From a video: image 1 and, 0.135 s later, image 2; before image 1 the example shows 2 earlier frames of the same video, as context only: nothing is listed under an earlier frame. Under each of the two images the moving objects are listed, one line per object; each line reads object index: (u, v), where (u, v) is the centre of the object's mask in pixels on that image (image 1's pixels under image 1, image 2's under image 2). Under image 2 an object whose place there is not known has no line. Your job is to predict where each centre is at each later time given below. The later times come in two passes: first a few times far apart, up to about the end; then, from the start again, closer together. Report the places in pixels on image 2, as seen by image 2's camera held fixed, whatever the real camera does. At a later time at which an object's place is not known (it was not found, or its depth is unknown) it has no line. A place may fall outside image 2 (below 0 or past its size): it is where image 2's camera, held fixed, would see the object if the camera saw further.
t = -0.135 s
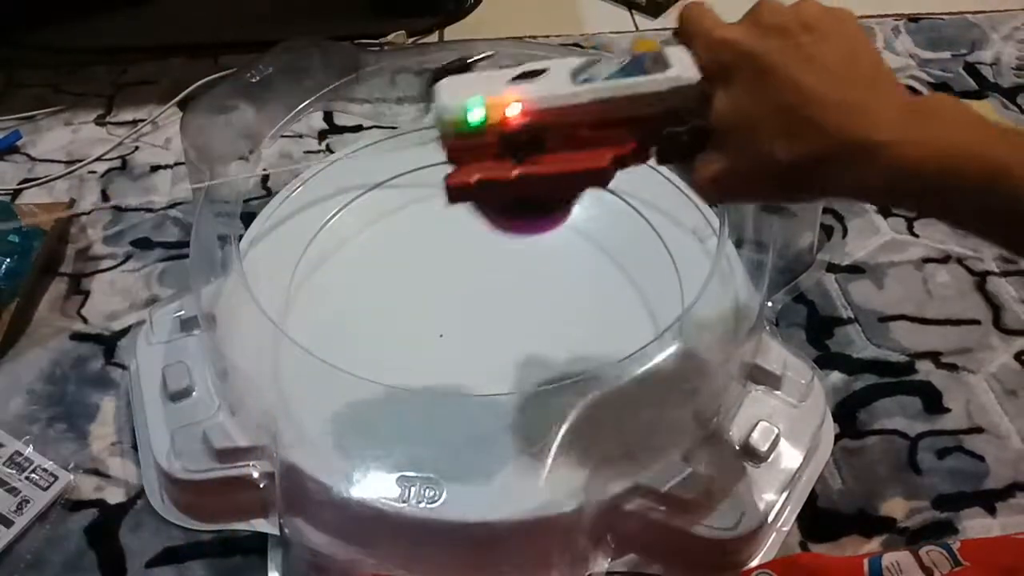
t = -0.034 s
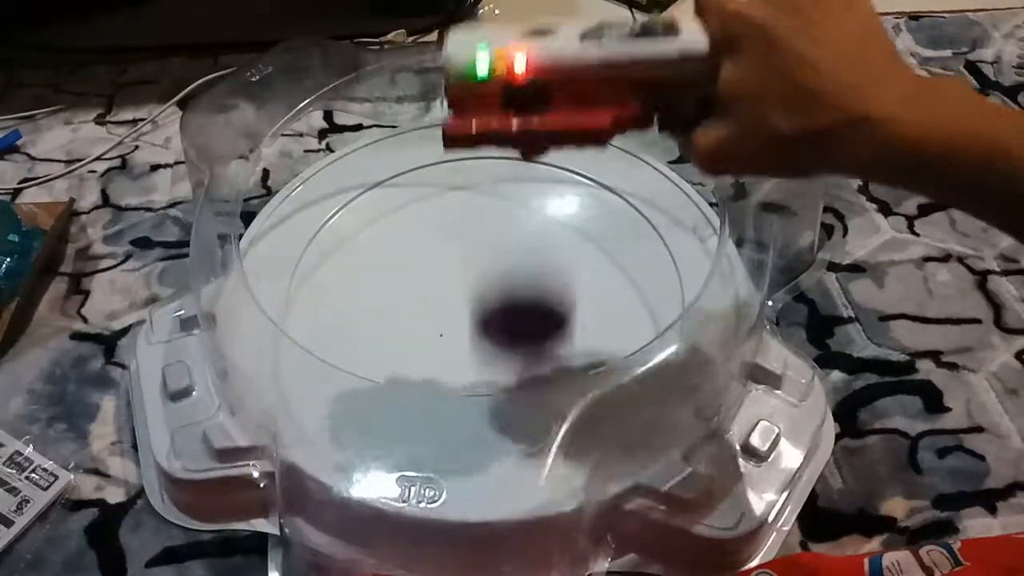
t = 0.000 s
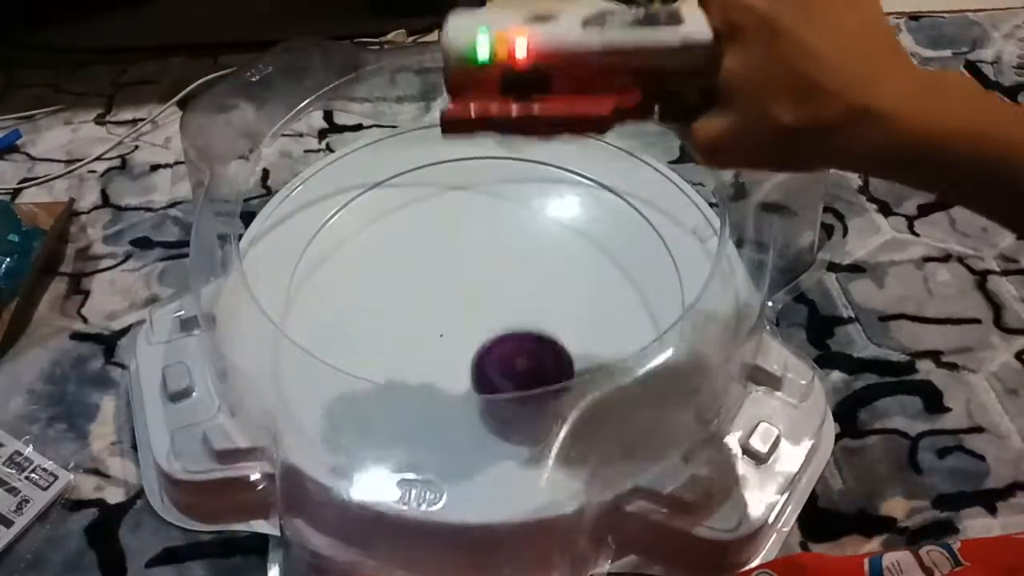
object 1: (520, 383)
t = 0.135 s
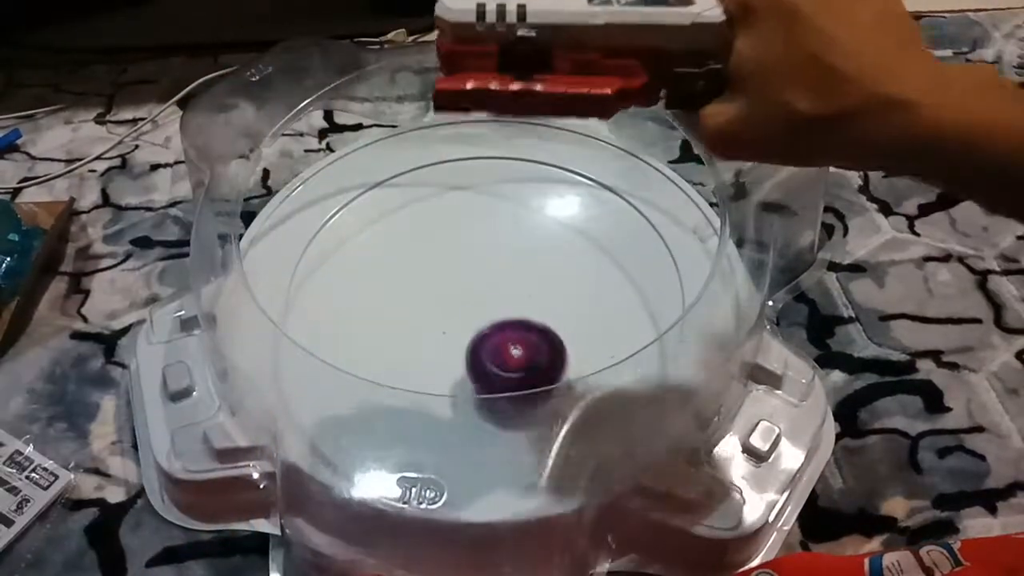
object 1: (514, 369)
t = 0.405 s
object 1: (479, 304)
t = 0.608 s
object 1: (491, 269)
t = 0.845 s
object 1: (530, 265)
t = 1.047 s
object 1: (537, 288)
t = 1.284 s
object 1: (499, 298)
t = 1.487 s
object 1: (463, 285)
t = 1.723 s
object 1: (459, 261)
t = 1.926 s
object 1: (478, 260)
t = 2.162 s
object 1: (486, 283)
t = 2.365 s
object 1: (466, 301)
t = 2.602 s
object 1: (442, 302)
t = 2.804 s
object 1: (439, 291)
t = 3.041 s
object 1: (467, 293)
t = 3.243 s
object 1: (485, 307)
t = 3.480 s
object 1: (489, 320)
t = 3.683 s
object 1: (482, 319)
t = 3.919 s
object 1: (489, 307)
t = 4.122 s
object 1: (506, 299)
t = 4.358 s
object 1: (512, 294)
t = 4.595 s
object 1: (509, 291)
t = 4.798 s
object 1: (500, 286)
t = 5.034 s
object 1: (494, 278)
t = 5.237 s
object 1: (489, 276)
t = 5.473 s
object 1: (479, 279)
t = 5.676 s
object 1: (472, 281)
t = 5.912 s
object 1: (469, 286)
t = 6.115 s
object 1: (467, 292)
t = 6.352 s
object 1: (468, 297)
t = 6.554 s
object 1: (472, 300)
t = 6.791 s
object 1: (477, 304)
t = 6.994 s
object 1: (485, 303)
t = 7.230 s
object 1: (484, 303)
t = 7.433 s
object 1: (486, 299)
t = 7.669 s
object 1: (489, 292)
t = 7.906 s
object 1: (489, 289)
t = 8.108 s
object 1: (490, 290)
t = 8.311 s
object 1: (488, 291)
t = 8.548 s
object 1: (484, 291)
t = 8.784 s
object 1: (479, 294)
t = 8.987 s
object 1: (479, 295)
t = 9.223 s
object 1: (480, 296)
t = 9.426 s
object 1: (483, 297)
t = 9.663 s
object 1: (483, 297)
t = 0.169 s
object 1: (510, 363)
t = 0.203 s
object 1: (505, 354)
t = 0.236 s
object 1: (500, 345)
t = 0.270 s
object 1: (494, 337)
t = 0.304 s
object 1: (488, 328)
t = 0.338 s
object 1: (483, 319)
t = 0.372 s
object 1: (480, 311)
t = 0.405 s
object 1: (479, 304)
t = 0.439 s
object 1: (478, 297)
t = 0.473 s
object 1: (479, 290)
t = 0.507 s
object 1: (481, 284)
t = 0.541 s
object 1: (483, 278)
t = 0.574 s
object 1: (486, 273)
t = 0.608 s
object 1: (491, 269)
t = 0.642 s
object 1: (496, 266)
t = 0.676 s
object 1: (501, 263)
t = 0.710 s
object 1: (508, 262)
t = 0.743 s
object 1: (514, 261)
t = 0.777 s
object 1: (519, 261)
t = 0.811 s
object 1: (525, 263)
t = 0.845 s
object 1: (530, 265)
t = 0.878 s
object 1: (534, 267)
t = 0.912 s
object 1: (537, 271)
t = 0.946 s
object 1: (538, 275)
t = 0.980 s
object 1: (539, 279)
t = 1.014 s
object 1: (538, 283)
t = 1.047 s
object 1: (537, 288)
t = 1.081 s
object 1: (534, 291)
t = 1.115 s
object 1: (530, 294)
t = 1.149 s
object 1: (524, 297)
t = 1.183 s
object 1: (519, 298)
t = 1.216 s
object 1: (512, 299)
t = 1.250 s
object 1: (505, 299)
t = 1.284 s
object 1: (499, 298)
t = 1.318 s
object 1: (492, 298)
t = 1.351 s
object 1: (485, 296)
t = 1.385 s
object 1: (479, 294)
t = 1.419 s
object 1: (473, 292)
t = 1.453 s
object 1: (468, 288)
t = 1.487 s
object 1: (463, 285)
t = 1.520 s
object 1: (460, 281)
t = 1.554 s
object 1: (457, 277)
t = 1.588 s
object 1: (455, 273)
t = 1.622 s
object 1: (454, 270)
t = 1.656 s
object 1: (455, 266)
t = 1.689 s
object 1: (456, 263)
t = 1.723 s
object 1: (459, 261)
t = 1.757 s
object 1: (461, 259)
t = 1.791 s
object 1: (464, 258)
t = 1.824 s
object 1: (468, 257)
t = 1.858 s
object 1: (471, 258)
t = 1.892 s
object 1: (475, 259)
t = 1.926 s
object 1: (478, 260)
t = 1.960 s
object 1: (481, 262)
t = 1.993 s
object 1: (484, 265)
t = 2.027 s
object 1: (486, 268)
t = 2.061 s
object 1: (487, 272)
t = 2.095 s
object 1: (488, 276)
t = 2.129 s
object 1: (487, 279)
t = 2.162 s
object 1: (486, 283)
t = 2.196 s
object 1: (483, 286)
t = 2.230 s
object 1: (481, 290)
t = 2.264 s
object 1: (477, 293)
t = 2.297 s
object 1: (474, 296)
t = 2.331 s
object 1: (470, 299)
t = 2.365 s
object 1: (466, 301)
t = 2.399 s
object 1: (461, 302)
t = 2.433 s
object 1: (457, 303)
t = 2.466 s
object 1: (453, 304)
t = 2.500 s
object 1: (450, 304)
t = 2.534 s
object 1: (447, 304)
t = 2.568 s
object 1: (444, 303)
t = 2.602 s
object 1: (442, 302)
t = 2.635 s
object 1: (440, 300)
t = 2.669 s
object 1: (439, 299)
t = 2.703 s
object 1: (438, 296)
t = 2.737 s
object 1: (438, 294)
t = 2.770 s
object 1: (438, 292)
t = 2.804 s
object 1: (439, 291)
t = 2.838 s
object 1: (442, 290)
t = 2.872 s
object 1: (445, 289)
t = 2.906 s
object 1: (449, 289)
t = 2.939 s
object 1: (453, 290)
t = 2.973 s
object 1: (458, 290)
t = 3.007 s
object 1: (462, 291)
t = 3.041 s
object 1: (467, 293)
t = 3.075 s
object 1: (471, 294)
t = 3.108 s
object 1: (474, 297)
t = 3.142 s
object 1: (478, 299)
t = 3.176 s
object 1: (480, 302)
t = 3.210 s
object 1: (483, 305)
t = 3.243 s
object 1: (485, 307)
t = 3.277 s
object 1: (487, 310)
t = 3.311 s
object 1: (488, 312)
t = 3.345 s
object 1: (489, 315)
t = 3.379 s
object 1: (490, 317)
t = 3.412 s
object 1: (490, 318)
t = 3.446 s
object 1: (490, 319)
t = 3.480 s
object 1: (489, 320)
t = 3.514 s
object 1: (488, 320)
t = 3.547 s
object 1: (486, 321)
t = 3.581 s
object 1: (485, 321)
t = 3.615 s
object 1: (483, 320)
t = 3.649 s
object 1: (482, 320)
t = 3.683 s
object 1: (482, 319)
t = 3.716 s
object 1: (481, 317)
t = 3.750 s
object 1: (481, 316)
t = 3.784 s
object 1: (481, 314)
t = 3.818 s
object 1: (482, 312)
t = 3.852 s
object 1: (484, 310)
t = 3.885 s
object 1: (486, 309)
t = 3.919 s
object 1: (489, 307)
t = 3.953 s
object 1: (491, 305)
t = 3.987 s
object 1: (494, 303)
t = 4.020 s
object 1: (497, 302)
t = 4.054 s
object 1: (500, 301)
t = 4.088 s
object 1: (503, 300)
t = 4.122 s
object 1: (506, 299)
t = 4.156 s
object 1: (508, 298)
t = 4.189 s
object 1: (509, 298)
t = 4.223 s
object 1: (511, 297)
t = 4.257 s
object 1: (512, 296)
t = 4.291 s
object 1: (512, 296)
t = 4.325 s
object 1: (512, 295)
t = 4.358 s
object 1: (512, 294)
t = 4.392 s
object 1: (511, 294)
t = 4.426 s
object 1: (510, 294)
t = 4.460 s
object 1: (510, 294)
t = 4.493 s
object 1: (510, 293)
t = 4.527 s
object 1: (510, 293)
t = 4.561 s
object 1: (510, 292)
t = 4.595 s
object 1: (509, 291)
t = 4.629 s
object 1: (508, 291)
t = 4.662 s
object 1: (507, 290)
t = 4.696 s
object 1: (505, 289)
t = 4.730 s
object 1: (503, 288)
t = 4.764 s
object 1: (502, 287)
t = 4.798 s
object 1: (500, 286)
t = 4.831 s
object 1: (499, 285)
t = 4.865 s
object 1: (498, 284)
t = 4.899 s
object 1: (497, 283)
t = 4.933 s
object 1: (497, 282)
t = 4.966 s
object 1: (496, 281)
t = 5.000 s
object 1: (495, 279)
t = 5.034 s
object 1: (494, 278)
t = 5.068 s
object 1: (494, 277)
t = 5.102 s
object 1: (493, 277)
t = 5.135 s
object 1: (492, 276)
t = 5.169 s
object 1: (491, 276)
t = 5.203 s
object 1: (490, 276)
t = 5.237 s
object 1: (489, 276)
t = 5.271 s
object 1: (488, 276)
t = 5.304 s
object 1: (487, 277)
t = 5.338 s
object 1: (485, 278)
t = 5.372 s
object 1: (484, 278)
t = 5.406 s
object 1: (482, 279)
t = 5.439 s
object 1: (481, 279)
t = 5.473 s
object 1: (479, 279)
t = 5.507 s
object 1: (478, 279)
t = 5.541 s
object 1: (477, 279)
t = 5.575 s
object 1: (475, 280)
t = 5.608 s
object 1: (474, 280)
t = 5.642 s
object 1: (472, 281)
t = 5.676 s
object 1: (472, 281)
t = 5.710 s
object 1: (471, 281)
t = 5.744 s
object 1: (470, 282)
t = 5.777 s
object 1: (470, 283)
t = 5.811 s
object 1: (469, 284)
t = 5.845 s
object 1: (469, 284)
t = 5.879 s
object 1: (469, 285)
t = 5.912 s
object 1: (469, 286)
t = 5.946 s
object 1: (468, 287)
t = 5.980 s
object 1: (468, 287)
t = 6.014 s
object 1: (468, 288)
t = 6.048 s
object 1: (468, 290)
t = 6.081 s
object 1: (467, 291)
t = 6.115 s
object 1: (467, 292)
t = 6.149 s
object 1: (467, 293)
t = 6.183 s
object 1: (466, 294)
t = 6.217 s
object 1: (466, 295)
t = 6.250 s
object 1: (467, 296)
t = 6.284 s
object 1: (467, 297)
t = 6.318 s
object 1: (467, 297)
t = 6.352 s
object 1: (468, 297)
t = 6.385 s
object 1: (468, 298)
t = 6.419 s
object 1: (469, 298)
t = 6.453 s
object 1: (470, 298)
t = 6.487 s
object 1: (471, 299)
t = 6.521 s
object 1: (472, 299)
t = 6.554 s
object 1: (472, 300)
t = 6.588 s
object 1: (473, 301)
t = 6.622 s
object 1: (473, 301)
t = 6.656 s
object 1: (473, 302)
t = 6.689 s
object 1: (474, 303)
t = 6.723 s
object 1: (475, 303)
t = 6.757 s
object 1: (476, 304)
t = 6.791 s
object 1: (477, 304)
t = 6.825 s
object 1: (478, 304)
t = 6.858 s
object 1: (479, 304)
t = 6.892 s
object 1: (481, 304)
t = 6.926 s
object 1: (483, 304)
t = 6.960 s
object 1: (484, 303)
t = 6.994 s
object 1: (485, 303)
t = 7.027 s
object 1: (485, 303)
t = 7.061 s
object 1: (485, 302)
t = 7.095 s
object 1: (484, 302)
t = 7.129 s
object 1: (483, 302)
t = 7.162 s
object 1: (483, 302)
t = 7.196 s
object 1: (483, 302)
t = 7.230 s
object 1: (484, 303)
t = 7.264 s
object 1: (484, 302)
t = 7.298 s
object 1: (484, 302)
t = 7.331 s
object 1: (485, 301)
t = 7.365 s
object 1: (485, 301)
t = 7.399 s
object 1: (485, 300)
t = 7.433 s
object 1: (486, 299)
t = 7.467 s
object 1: (486, 298)
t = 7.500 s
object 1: (487, 297)
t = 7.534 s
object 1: (488, 296)
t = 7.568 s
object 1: (488, 295)
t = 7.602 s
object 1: (489, 294)
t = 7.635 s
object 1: (489, 293)
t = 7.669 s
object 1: (489, 292)
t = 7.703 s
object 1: (489, 291)
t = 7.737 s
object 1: (489, 290)
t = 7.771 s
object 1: (489, 289)
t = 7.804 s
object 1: (489, 289)
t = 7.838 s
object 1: (489, 289)
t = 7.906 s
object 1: (489, 289)
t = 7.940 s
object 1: (490, 289)
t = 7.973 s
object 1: (490, 290)
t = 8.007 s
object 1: (490, 290)
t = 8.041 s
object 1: (490, 290)
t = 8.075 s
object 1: (490, 290)
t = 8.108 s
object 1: (490, 290)
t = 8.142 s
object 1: (489, 291)
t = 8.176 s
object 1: (489, 291)
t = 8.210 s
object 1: (489, 291)
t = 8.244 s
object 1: (489, 291)
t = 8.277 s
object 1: (489, 291)
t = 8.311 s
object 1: (488, 291)
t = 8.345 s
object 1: (488, 291)
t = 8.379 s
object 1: (488, 291)
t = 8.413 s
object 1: (488, 291)
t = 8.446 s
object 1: (487, 291)
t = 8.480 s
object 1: (486, 291)
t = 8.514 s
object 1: (485, 291)
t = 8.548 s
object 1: (484, 291)
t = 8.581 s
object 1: (482, 292)
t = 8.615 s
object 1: (481, 292)
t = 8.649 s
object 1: (480, 293)
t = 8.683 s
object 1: (480, 293)
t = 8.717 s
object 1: (479, 293)
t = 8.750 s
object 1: (479, 294)
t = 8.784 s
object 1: (479, 294)
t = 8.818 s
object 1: (479, 294)
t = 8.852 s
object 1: (479, 294)
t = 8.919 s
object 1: (479, 295)
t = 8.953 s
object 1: (479, 295)
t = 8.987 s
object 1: (479, 295)
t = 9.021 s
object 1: (479, 295)
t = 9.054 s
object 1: (479, 295)
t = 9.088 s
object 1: (479, 296)
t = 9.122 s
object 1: (479, 296)
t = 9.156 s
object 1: (479, 296)
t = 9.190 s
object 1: (480, 296)
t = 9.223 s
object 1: (480, 296)
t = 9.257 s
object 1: (481, 296)
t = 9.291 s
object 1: (482, 297)
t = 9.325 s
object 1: (483, 297)
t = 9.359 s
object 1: (483, 297)
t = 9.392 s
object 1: (483, 297)
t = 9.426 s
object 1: (483, 297)
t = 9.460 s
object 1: (483, 297)
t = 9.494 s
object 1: (483, 297)
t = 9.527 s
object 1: (482, 297)
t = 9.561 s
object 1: (482, 297)
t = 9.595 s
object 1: (482, 297)
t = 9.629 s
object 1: (483, 297)
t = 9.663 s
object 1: (483, 297)
